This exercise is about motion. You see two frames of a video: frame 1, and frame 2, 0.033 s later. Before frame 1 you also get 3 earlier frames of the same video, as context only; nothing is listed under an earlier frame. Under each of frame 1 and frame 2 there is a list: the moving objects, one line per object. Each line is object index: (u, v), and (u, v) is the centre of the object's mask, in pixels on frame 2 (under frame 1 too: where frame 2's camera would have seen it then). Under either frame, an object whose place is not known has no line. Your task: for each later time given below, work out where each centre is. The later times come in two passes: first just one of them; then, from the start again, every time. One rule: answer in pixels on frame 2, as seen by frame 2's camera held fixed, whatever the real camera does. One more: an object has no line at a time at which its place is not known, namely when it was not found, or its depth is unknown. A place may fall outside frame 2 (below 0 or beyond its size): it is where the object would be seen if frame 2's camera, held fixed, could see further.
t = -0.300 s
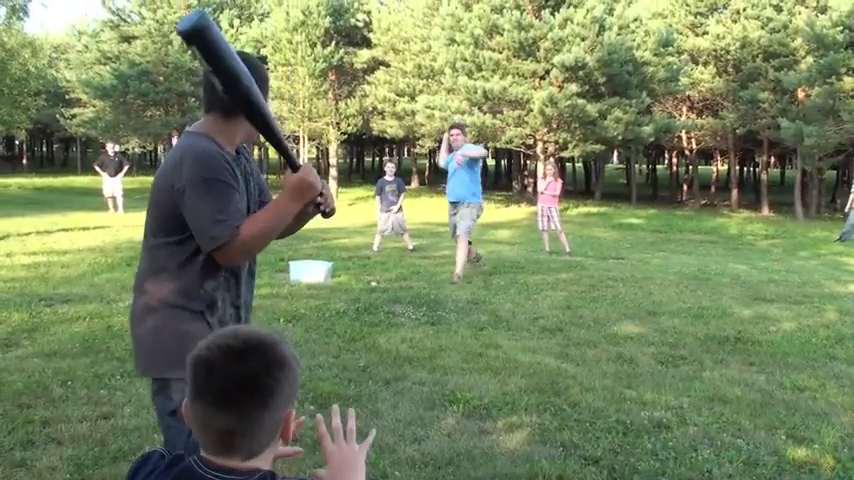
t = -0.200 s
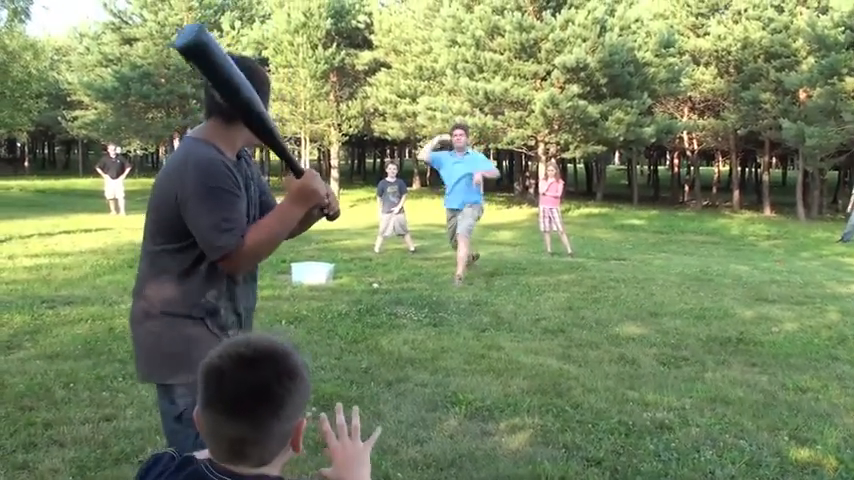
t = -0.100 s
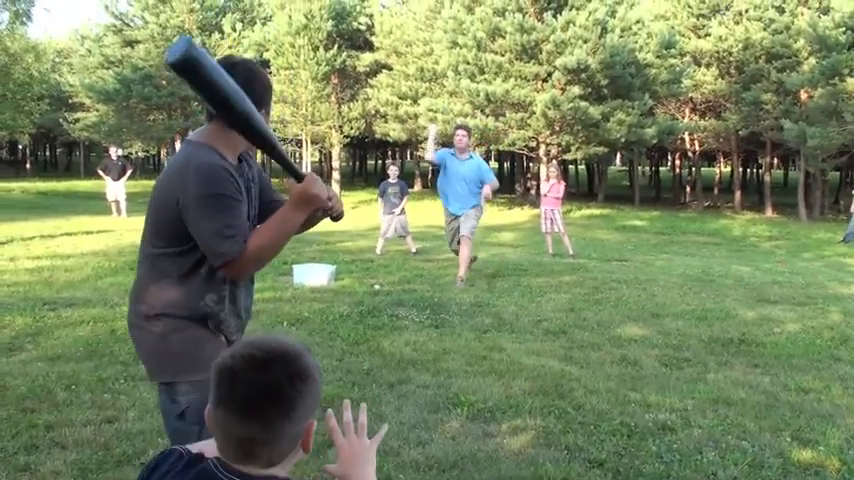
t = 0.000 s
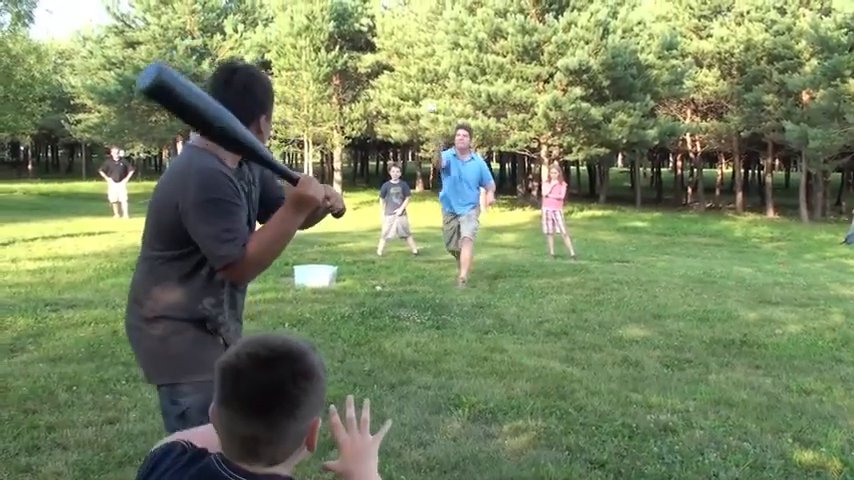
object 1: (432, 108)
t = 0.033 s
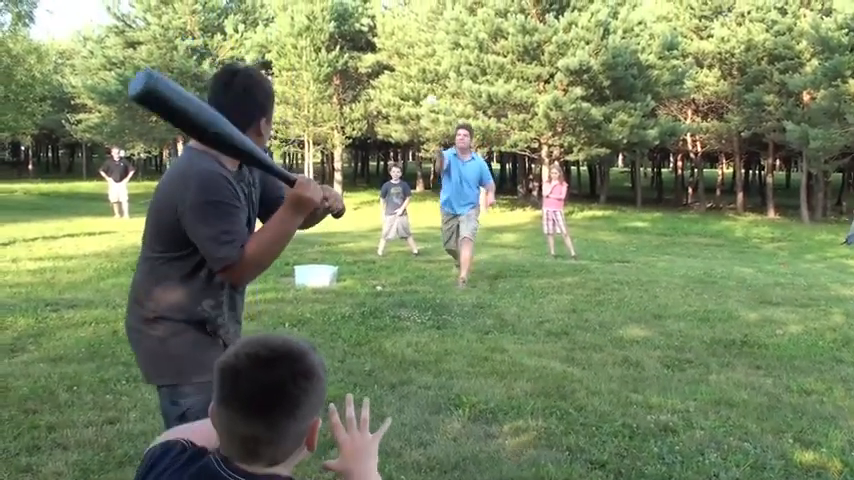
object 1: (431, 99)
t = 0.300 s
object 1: (427, 79)
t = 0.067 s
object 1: (430, 93)
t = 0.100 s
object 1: (430, 88)
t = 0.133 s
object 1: (430, 84)
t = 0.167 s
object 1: (429, 81)
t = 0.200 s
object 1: (429, 80)
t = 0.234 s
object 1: (428, 78)
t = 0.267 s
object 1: (428, 78)
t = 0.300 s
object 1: (427, 79)
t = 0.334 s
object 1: (426, 83)
